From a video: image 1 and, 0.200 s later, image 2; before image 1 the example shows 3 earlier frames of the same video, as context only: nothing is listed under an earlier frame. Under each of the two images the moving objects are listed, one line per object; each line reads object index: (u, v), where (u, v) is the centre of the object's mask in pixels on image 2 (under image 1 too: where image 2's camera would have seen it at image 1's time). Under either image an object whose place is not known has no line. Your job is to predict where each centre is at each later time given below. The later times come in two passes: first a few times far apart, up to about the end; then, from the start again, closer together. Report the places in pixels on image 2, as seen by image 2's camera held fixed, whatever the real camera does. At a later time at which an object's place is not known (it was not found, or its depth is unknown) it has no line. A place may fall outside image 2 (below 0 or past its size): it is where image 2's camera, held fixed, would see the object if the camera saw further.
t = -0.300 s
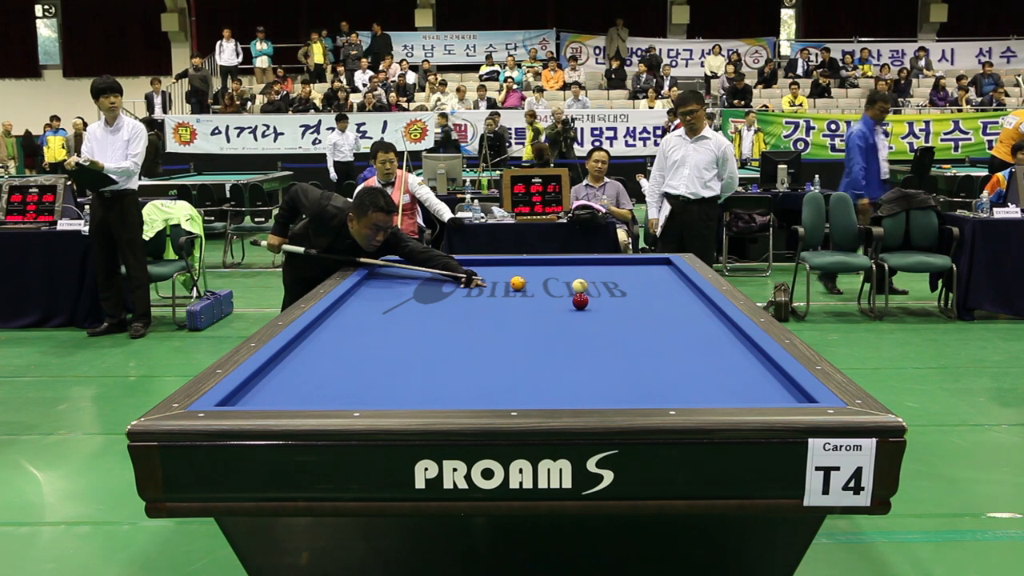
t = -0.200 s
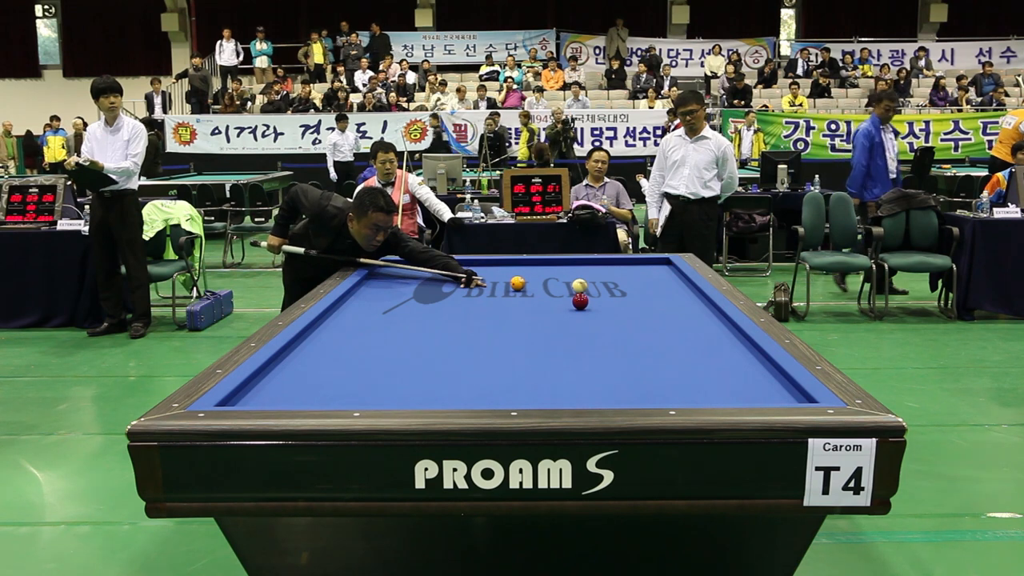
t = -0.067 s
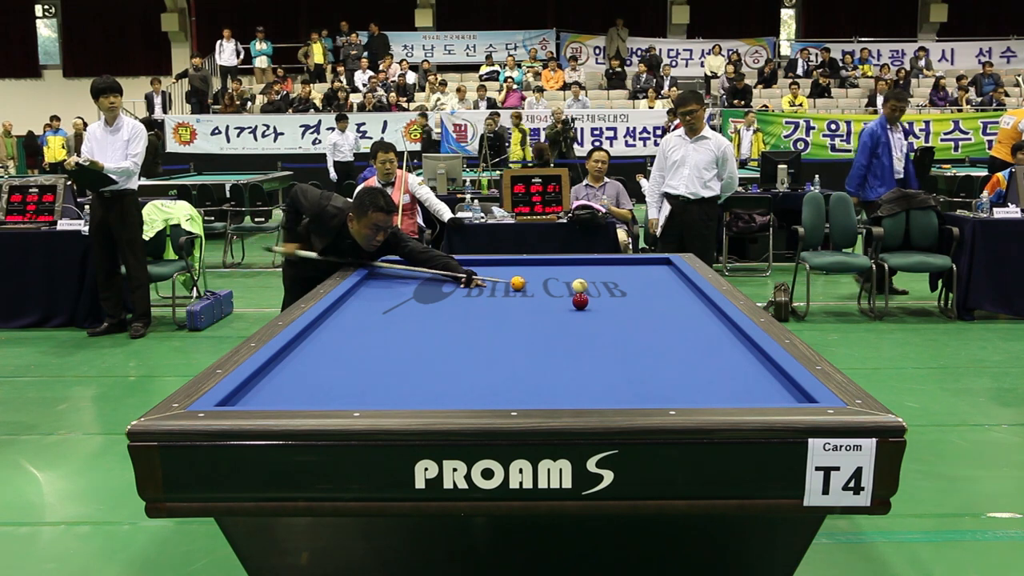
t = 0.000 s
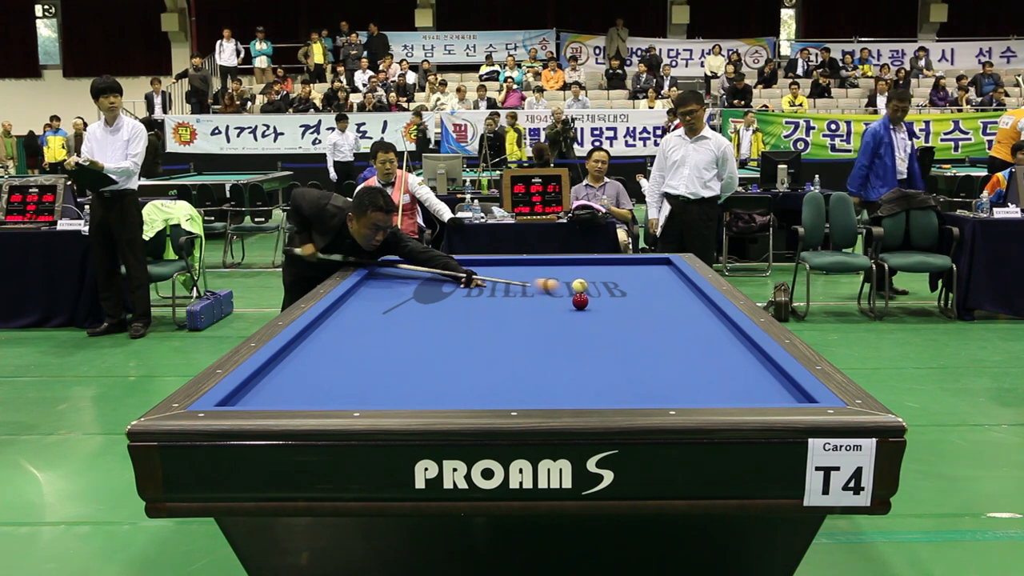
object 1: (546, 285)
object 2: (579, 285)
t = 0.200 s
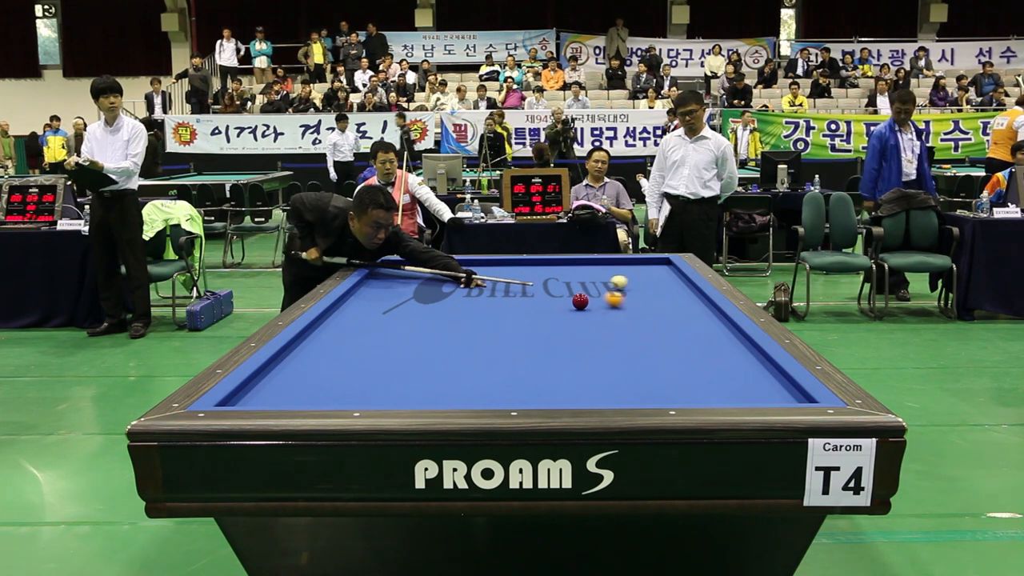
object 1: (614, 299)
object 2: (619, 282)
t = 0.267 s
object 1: (634, 304)
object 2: (632, 281)
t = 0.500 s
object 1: (711, 323)
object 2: (671, 277)
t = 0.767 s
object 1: (706, 352)
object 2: (655, 275)
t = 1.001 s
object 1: (684, 386)
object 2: (631, 272)
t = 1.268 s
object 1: (607, 383)
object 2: (605, 270)
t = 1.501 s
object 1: (532, 362)
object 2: (584, 268)
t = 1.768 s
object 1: (463, 345)
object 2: (561, 266)
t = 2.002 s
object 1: (411, 332)
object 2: (541, 264)
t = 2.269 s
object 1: (360, 320)
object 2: (521, 262)
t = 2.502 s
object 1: (340, 310)
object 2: (503, 261)
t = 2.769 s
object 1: (383, 300)
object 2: (486, 261)
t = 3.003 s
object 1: (414, 292)
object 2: (471, 262)
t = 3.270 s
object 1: (446, 285)
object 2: (455, 263)
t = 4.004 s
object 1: (518, 266)
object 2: (412, 266)
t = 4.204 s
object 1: (535, 262)
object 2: (401, 267)
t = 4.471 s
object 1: (558, 262)
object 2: (387, 268)
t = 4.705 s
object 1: (581, 264)
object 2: (380, 269)
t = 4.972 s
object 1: (607, 267)
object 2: (386, 270)
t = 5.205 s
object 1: (631, 270)
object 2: (391, 270)
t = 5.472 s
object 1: (658, 273)
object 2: (397, 271)
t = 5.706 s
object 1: (677, 275)
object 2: (402, 271)
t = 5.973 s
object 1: (665, 279)
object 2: (407, 272)
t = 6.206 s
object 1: (655, 282)
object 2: (411, 272)
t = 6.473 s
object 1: (644, 285)
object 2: (415, 272)
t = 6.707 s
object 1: (633, 288)
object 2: (419, 273)
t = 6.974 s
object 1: (621, 291)
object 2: (422, 273)
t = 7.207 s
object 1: (611, 294)
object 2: (425, 273)
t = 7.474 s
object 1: (599, 298)
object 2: (427, 273)
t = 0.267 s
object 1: (634, 304)
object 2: (632, 281)
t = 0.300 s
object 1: (645, 307)
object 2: (638, 280)
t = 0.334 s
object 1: (655, 309)
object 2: (644, 280)
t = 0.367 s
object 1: (665, 312)
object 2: (649, 279)
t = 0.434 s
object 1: (688, 317)
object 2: (660, 278)
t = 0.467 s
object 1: (699, 320)
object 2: (666, 278)
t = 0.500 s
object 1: (711, 323)
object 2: (671, 277)
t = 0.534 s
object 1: (724, 326)
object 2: (676, 277)
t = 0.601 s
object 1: (726, 333)
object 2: (675, 276)
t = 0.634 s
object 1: (721, 337)
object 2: (670, 276)
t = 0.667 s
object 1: (717, 340)
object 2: (666, 275)
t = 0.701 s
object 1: (713, 344)
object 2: (662, 275)
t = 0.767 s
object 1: (706, 352)
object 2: (655, 275)
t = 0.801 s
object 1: (703, 357)
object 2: (651, 274)
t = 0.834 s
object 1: (700, 361)
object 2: (648, 274)
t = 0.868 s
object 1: (697, 366)
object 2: (645, 274)
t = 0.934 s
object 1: (691, 375)
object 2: (638, 273)
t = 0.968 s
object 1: (687, 380)
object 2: (634, 273)
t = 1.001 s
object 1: (684, 386)
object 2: (631, 272)
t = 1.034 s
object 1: (680, 391)
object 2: (628, 272)
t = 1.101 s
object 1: (672, 397)
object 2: (621, 271)
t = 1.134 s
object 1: (659, 396)
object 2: (618, 271)
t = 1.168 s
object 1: (645, 394)
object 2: (615, 271)
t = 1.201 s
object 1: (632, 391)
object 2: (611, 271)
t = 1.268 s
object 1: (607, 383)
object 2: (605, 270)
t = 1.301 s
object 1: (595, 379)
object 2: (602, 270)
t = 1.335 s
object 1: (584, 376)
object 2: (599, 269)
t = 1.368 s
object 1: (572, 373)
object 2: (596, 269)
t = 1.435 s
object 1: (552, 367)
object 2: (590, 269)
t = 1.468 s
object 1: (542, 364)
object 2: (586, 268)
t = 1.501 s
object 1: (532, 362)
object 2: (584, 268)
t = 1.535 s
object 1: (523, 360)
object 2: (581, 268)
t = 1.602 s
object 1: (505, 355)
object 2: (575, 267)
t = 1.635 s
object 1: (496, 353)
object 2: (572, 267)
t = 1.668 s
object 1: (488, 351)
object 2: (569, 267)
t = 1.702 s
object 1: (480, 349)
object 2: (566, 267)
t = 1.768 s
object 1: (463, 345)
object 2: (561, 266)
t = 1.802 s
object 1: (456, 343)
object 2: (558, 266)
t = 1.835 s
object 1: (448, 341)
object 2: (555, 265)
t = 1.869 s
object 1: (440, 340)
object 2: (552, 265)
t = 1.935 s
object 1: (425, 336)
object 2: (547, 265)
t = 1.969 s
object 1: (418, 334)
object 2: (544, 265)
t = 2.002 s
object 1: (411, 332)
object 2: (541, 264)
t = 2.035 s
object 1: (405, 331)
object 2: (539, 264)
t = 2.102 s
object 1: (391, 328)
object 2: (534, 264)
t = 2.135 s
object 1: (384, 326)
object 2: (531, 263)
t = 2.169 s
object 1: (378, 324)
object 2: (528, 263)
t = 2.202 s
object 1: (372, 323)
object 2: (526, 263)
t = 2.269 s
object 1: (360, 320)
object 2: (521, 262)
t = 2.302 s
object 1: (354, 318)
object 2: (518, 262)
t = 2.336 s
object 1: (348, 317)
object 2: (516, 262)
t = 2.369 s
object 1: (343, 316)
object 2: (513, 262)
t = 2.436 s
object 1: (331, 313)
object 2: (508, 261)
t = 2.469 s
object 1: (333, 311)
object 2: (506, 261)
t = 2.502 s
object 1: (340, 310)
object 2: (503, 261)
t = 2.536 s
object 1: (347, 309)
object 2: (501, 261)
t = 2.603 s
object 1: (358, 306)
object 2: (496, 260)
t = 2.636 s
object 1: (363, 305)
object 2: (494, 260)
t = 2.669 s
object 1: (368, 304)
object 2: (492, 261)
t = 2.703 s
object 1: (373, 303)
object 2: (490, 261)
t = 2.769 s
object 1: (383, 300)
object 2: (486, 261)
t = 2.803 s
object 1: (387, 299)
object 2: (484, 261)
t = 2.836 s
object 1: (392, 298)
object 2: (481, 261)
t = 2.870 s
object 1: (396, 297)
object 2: (480, 261)
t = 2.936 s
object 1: (405, 294)
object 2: (475, 262)
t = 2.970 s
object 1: (410, 293)
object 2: (473, 262)
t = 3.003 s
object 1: (414, 292)
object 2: (471, 262)
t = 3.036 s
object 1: (418, 291)
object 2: (469, 262)
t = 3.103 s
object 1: (426, 289)
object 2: (465, 262)
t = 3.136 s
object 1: (430, 288)
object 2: (463, 262)
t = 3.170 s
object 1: (434, 287)
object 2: (461, 263)
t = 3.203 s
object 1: (438, 286)
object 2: (459, 263)
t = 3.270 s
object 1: (446, 285)
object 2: (455, 263)
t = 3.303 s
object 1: (450, 284)
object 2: (453, 263)
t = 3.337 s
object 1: (453, 282)
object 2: (451, 263)
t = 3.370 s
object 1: (457, 281)
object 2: (449, 263)
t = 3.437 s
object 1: (464, 280)
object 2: (445, 264)
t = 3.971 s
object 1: (516, 267)
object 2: (414, 266)
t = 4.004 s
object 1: (518, 266)
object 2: (412, 266)
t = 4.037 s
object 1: (521, 265)
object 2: (410, 266)
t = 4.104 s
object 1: (527, 264)
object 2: (407, 267)
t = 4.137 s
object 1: (529, 263)
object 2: (405, 267)
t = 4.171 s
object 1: (532, 263)
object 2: (403, 267)
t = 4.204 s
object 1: (535, 262)
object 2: (401, 267)
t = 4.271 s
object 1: (540, 261)
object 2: (397, 267)
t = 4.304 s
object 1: (542, 260)
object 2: (396, 267)
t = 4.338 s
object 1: (546, 260)
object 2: (394, 267)
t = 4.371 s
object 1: (549, 261)
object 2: (392, 267)
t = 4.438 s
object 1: (555, 261)
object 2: (389, 268)
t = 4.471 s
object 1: (558, 262)
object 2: (387, 268)
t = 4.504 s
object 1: (562, 262)
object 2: (385, 268)
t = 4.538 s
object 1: (565, 262)
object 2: (383, 268)
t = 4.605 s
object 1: (571, 263)
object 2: (380, 268)
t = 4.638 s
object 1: (575, 263)
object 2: (378, 269)
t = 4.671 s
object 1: (578, 264)
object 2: (379, 269)
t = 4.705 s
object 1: (581, 264)
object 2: (380, 269)
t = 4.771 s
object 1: (588, 265)
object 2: (381, 269)
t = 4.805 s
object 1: (591, 265)
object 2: (382, 269)
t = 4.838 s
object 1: (594, 266)
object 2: (383, 269)
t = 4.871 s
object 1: (597, 266)
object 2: (384, 269)
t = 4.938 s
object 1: (604, 267)
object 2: (385, 269)
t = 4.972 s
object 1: (607, 267)
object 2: (386, 270)
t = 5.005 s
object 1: (611, 267)
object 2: (387, 270)
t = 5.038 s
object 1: (614, 268)
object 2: (388, 270)
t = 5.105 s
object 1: (621, 269)
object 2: (389, 270)
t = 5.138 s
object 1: (624, 269)
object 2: (390, 270)
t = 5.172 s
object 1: (627, 269)
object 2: (391, 270)
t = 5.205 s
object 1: (631, 270)
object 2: (391, 270)
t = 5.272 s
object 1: (638, 271)
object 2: (393, 270)
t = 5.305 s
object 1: (641, 271)
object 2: (394, 270)
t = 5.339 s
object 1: (645, 271)
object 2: (395, 270)
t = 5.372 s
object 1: (648, 272)
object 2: (395, 271)
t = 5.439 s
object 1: (655, 273)
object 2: (397, 271)
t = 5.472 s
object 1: (658, 273)
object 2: (397, 271)
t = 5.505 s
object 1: (662, 273)
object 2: (398, 271)
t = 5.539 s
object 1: (665, 274)
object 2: (399, 271)
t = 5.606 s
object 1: (672, 274)
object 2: (400, 271)
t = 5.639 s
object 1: (676, 275)
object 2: (401, 271)
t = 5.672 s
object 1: (679, 275)
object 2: (402, 271)
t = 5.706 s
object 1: (677, 275)
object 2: (402, 271)
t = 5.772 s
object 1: (674, 276)
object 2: (404, 271)
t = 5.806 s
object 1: (673, 277)
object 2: (404, 272)
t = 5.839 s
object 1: (671, 277)
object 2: (405, 271)
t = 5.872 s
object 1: (670, 278)
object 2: (406, 272)
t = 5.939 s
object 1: (667, 279)
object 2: (407, 272)
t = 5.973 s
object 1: (665, 279)
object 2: (407, 272)
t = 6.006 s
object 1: (664, 279)
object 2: (408, 272)
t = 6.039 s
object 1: (663, 280)
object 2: (409, 272)
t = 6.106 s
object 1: (660, 280)
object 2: (410, 272)
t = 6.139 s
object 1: (658, 281)
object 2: (410, 272)
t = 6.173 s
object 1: (657, 281)
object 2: (411, 272)
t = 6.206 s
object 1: (655, 282)
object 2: (411, 272)
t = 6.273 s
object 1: (652, 283)
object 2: (413, 272)
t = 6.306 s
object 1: (651, 283)
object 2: (413, 272)
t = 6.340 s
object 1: (649, 283)
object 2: (413, 272)
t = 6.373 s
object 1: (648, 284)
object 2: (414, 272)
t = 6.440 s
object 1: (645, 285)
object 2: (415, 272)
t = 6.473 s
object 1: (644, 285)
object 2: (415, 272)
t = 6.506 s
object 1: (642, 286)
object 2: (416, 272)
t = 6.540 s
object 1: (641, 286)
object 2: (416, 273)
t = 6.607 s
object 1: (638, 287)
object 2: (417, 273)
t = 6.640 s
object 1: (636, 287)
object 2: (418, 273)
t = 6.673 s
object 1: (634, 288)
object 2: (418, 273)
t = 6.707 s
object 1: (633, 288)
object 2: (419, 273)
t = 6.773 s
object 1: (630, 289)
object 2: (420, 273)
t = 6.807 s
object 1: (628, 289)
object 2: (420, 273)
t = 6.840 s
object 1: (627, 289)
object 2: (420, 273)
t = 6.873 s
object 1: (626, 290)
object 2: (421, 273)
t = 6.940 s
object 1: (623, 291)
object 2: (422, 273)
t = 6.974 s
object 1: (621, 291)
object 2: (422, 273)
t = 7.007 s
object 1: (619, 292)
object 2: (423, 273)
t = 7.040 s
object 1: (618, 292)
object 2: (423, 273)
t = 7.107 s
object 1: (615, 293)
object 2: (424, 273)
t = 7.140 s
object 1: (613, 294)
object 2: (424, 273)
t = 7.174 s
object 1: (612, 294)
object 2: (424, 273)
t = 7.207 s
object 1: (611, 294)
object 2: (425, 273)
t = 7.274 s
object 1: (608, 295)
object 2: (425, 273)
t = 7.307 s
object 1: (606, 296)
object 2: (426, 273)
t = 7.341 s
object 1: (604, 296)
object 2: (426, 273)
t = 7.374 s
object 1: (603, 296)
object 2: (426, 273)
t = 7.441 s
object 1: (600, 297)
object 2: (427, 273)
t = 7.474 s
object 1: (599, 298)
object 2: (427, 273)
